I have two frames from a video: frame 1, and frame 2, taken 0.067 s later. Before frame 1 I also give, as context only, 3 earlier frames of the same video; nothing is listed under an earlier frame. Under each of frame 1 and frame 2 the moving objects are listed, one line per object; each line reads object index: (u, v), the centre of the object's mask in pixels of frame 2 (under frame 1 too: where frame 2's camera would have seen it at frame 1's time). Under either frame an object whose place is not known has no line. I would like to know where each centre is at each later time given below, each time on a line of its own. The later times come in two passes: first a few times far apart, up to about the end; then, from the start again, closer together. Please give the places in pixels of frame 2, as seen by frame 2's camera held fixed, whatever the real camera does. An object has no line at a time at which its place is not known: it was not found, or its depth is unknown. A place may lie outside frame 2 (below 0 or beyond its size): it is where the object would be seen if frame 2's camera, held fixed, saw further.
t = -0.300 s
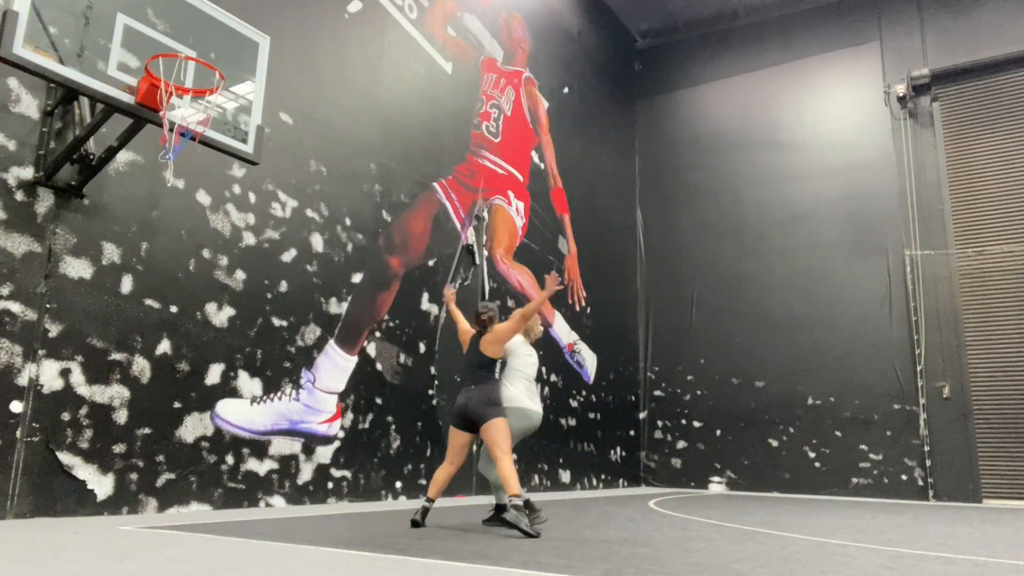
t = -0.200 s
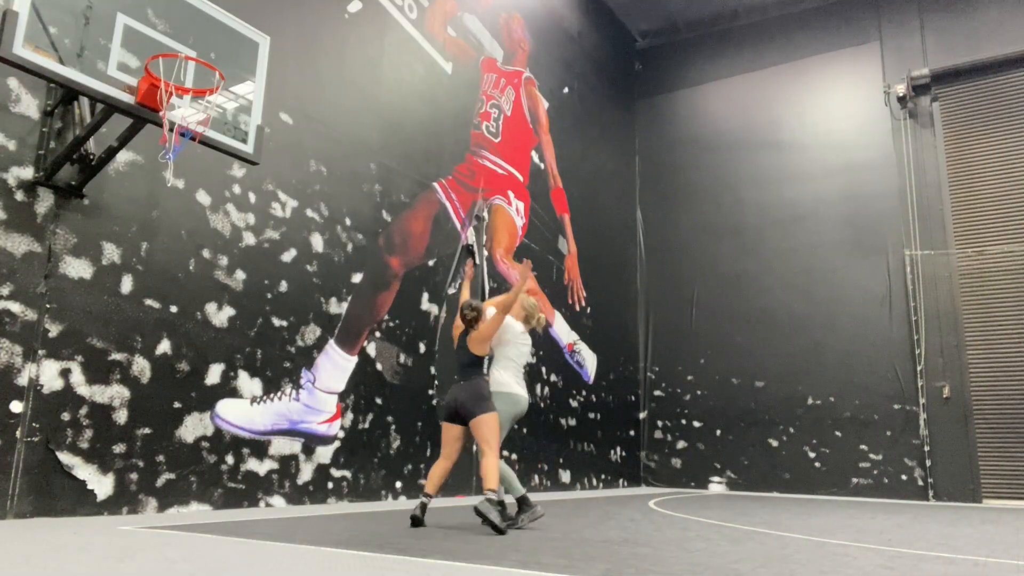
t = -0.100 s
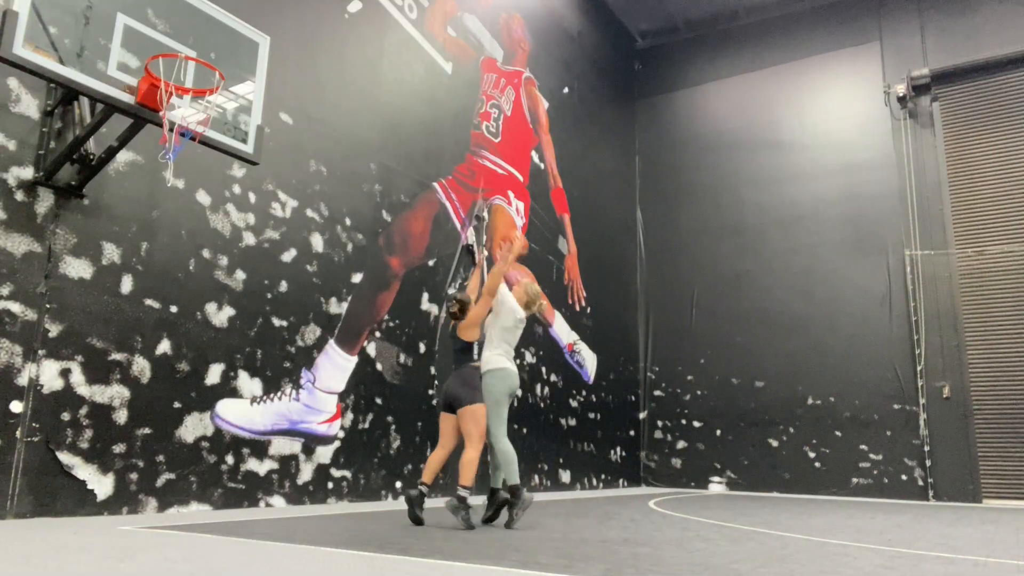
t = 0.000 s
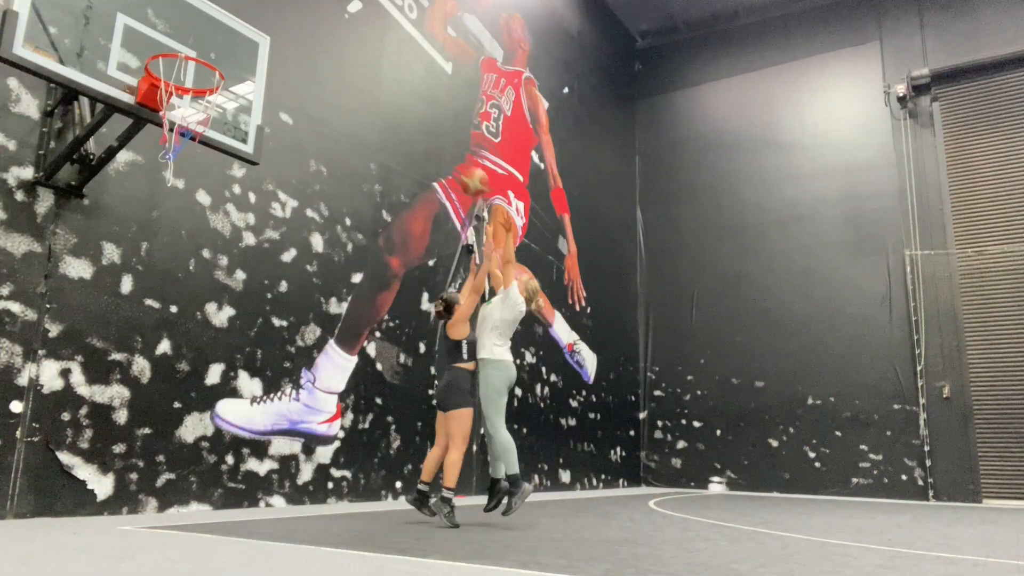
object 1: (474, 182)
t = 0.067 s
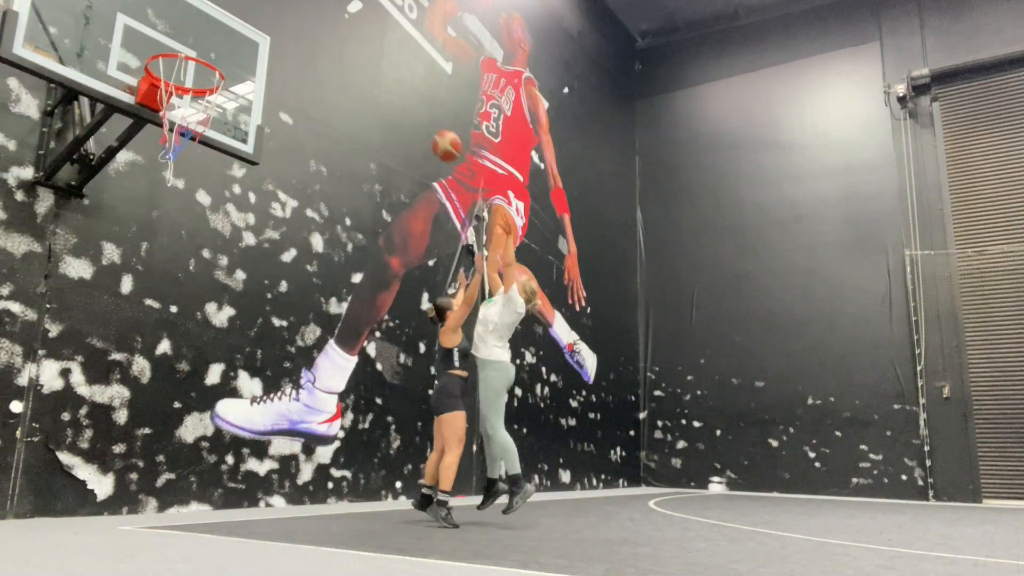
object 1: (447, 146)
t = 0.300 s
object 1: (341, 55)
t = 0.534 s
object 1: (221, 23)
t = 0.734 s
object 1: (95, 50)
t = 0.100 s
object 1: (432, 130)
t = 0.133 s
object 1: (418, 115)
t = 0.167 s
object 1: (403, 100)
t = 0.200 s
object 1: (388, 88)
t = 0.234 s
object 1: (373, 75)
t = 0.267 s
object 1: (357, 65)
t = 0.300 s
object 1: (341, 55)
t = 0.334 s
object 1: (325, 47)
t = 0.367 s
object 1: (309, 39)
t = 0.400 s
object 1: (292, 33)
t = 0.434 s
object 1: (275, 29)
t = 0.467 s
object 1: (258, 25)
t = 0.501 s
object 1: (239, 23)
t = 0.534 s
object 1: (221, 23)
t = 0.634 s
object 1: (162, 29)
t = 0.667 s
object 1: (140, 34)
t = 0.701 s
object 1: (119, 41)
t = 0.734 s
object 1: (95, 50)
